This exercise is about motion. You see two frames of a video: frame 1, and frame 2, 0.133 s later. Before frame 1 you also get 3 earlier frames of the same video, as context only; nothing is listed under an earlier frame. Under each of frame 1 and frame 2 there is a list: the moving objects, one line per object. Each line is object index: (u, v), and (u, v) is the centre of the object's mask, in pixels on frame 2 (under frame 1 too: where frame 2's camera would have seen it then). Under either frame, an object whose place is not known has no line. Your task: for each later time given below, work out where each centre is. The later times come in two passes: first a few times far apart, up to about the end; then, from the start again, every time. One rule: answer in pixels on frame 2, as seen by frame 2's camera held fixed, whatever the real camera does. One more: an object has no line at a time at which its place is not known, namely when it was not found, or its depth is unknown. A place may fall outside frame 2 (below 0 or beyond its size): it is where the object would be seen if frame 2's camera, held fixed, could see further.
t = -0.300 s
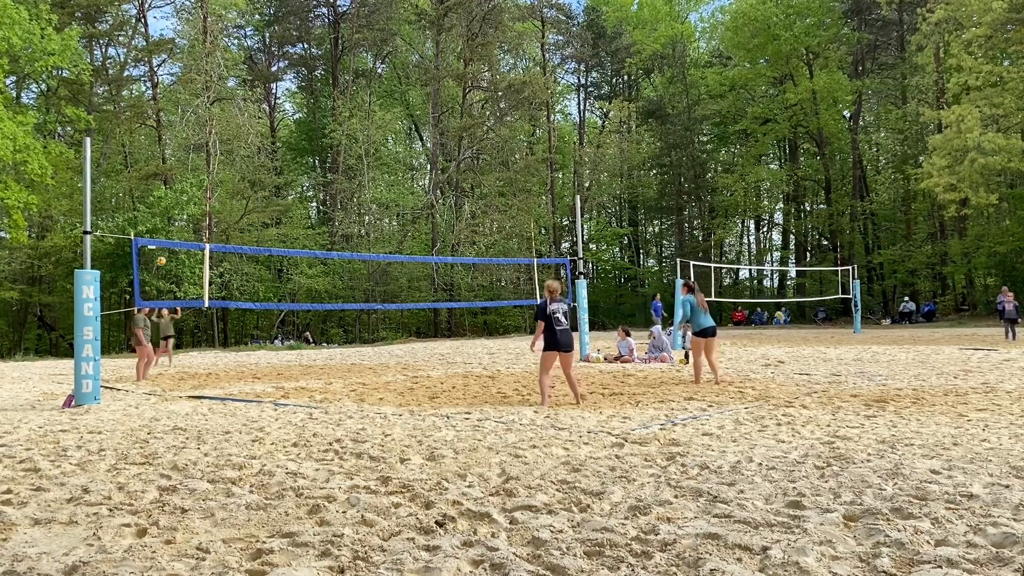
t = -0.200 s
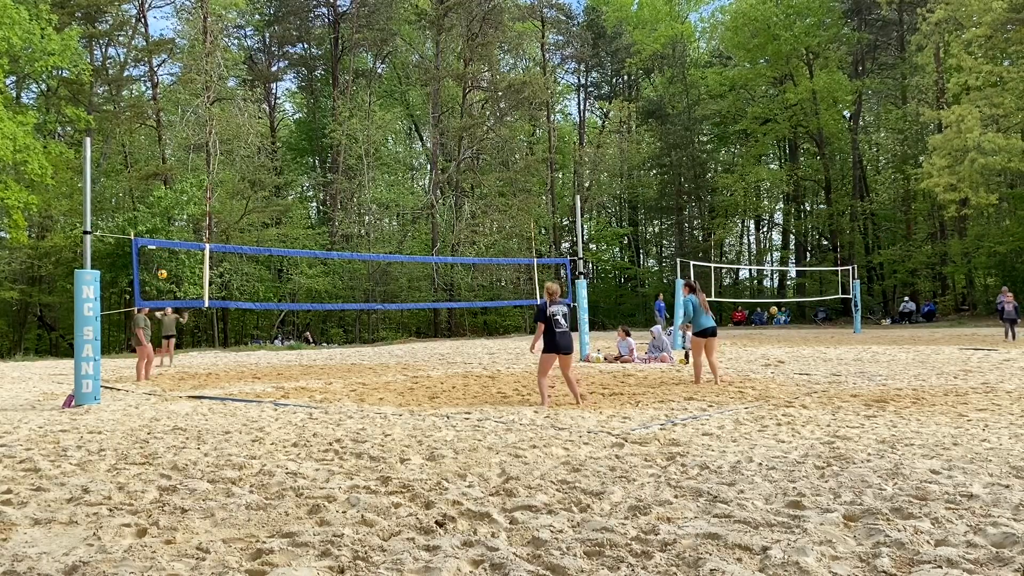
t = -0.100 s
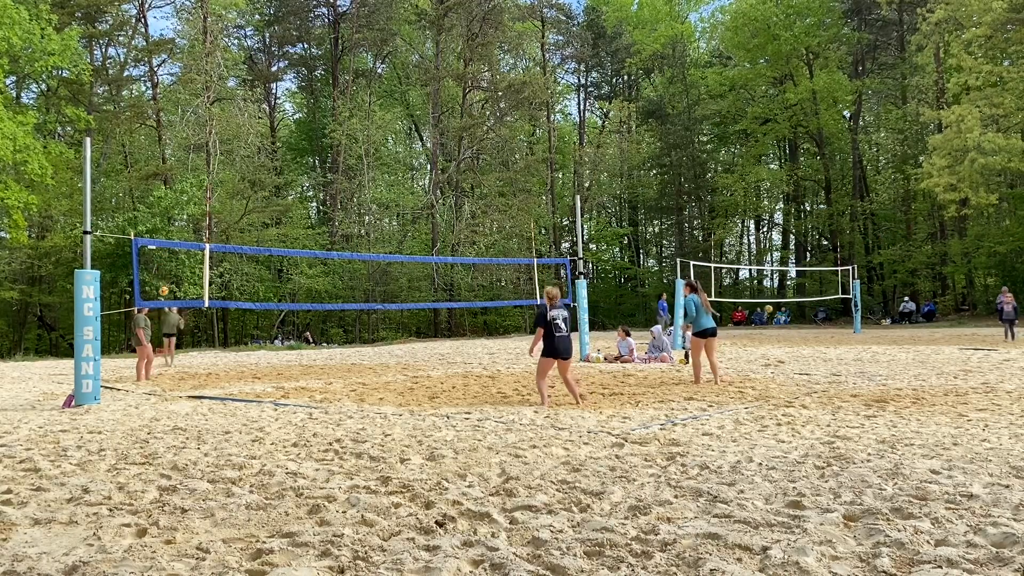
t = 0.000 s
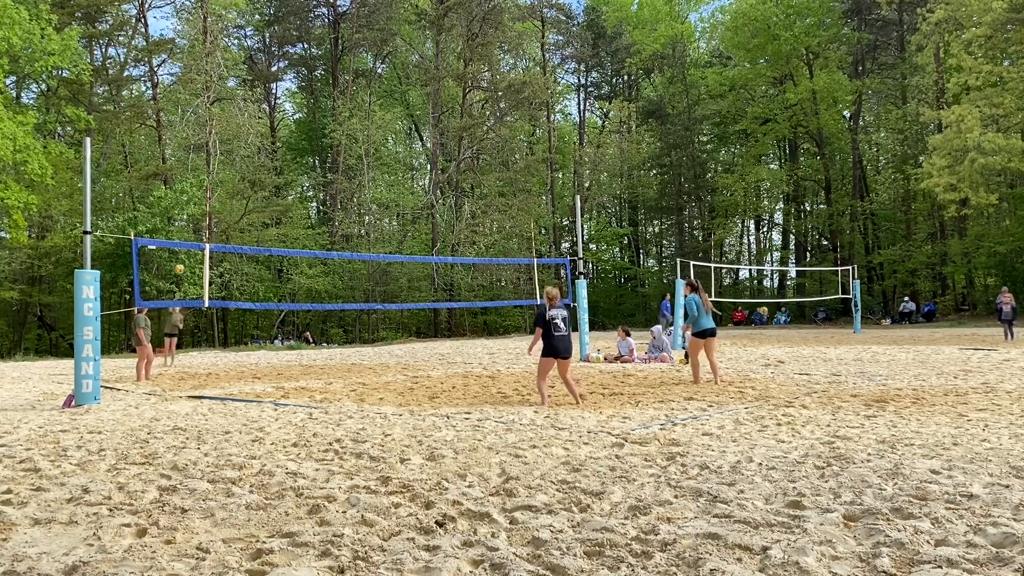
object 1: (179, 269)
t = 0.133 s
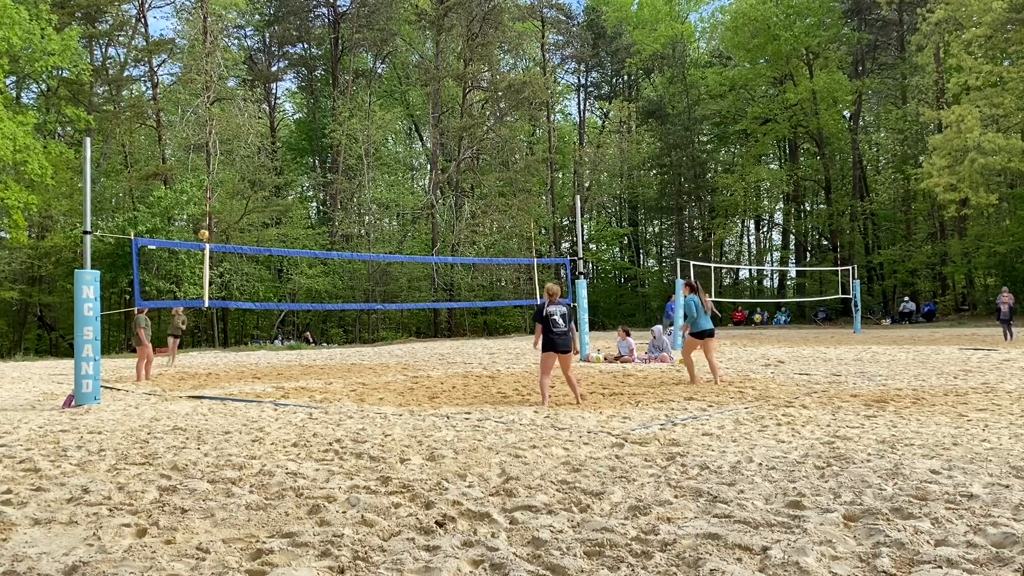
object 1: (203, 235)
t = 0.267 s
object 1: (229, 207)
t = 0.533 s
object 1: (288, 165)
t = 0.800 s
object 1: (356, 153)
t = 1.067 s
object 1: (436, 185)
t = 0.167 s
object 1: (209, 227)
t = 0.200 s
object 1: (216, 219)
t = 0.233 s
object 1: (224, 212)
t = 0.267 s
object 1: (229, 207)
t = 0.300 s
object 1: (236, 199)
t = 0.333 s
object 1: (244, 193)
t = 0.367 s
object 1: (251, 187)
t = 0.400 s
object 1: (259, 183)
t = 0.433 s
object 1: (265, 178)
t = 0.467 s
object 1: (273, 173)
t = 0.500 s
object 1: (280, 169)
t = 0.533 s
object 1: (288, 165)
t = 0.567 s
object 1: (296, 162)
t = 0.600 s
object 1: (305, 159)
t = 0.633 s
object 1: (313, 157)
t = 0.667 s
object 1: (321, 155)
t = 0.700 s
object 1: (330, 154)
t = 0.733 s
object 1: (338, 153)
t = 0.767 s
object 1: (347, 152)
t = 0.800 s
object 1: (356, 153)
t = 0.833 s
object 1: (366, 155)
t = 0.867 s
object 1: (374, 157)
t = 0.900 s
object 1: (385, 160)
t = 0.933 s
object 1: (394, 163)
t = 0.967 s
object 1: (405, 168)
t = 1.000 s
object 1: (415, 173)
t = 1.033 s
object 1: (425, 178)
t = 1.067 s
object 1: (436, 185)
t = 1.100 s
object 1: (446, 193)
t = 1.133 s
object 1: (457, 202)
